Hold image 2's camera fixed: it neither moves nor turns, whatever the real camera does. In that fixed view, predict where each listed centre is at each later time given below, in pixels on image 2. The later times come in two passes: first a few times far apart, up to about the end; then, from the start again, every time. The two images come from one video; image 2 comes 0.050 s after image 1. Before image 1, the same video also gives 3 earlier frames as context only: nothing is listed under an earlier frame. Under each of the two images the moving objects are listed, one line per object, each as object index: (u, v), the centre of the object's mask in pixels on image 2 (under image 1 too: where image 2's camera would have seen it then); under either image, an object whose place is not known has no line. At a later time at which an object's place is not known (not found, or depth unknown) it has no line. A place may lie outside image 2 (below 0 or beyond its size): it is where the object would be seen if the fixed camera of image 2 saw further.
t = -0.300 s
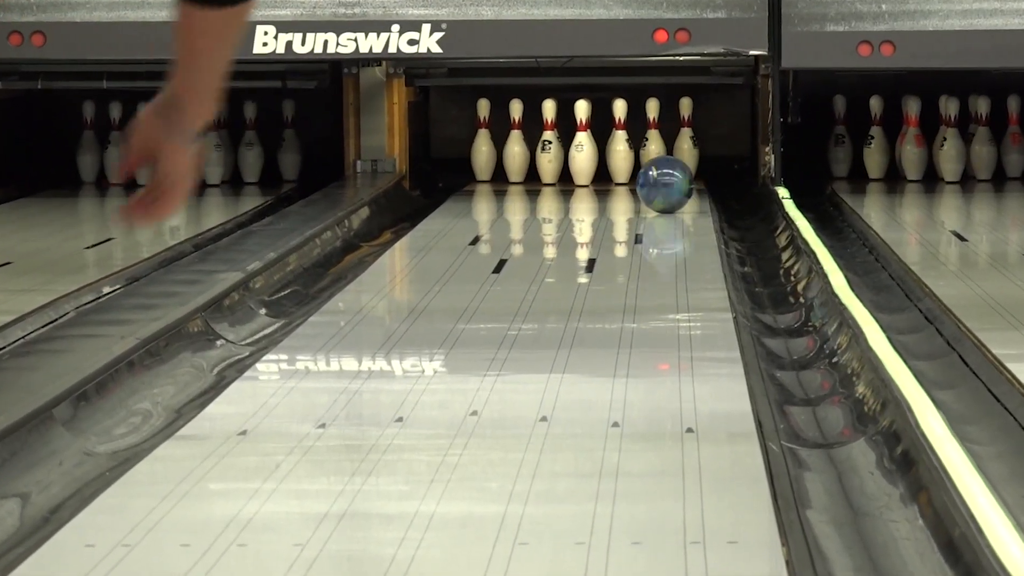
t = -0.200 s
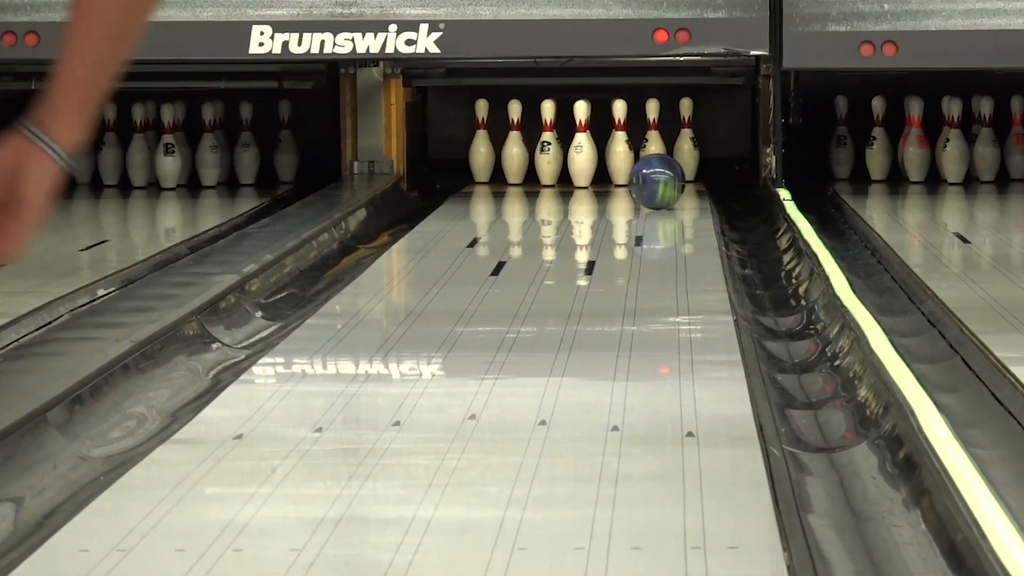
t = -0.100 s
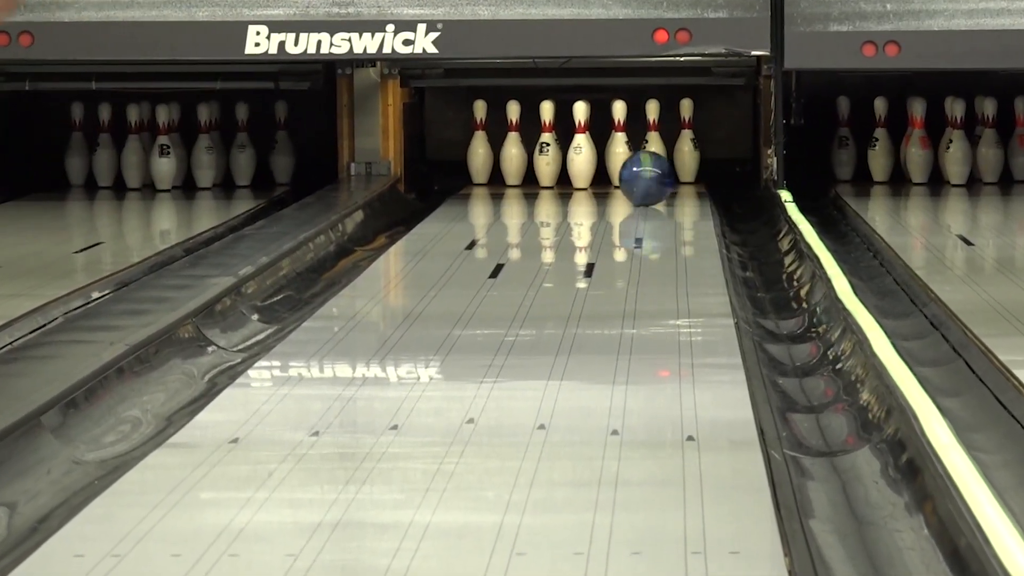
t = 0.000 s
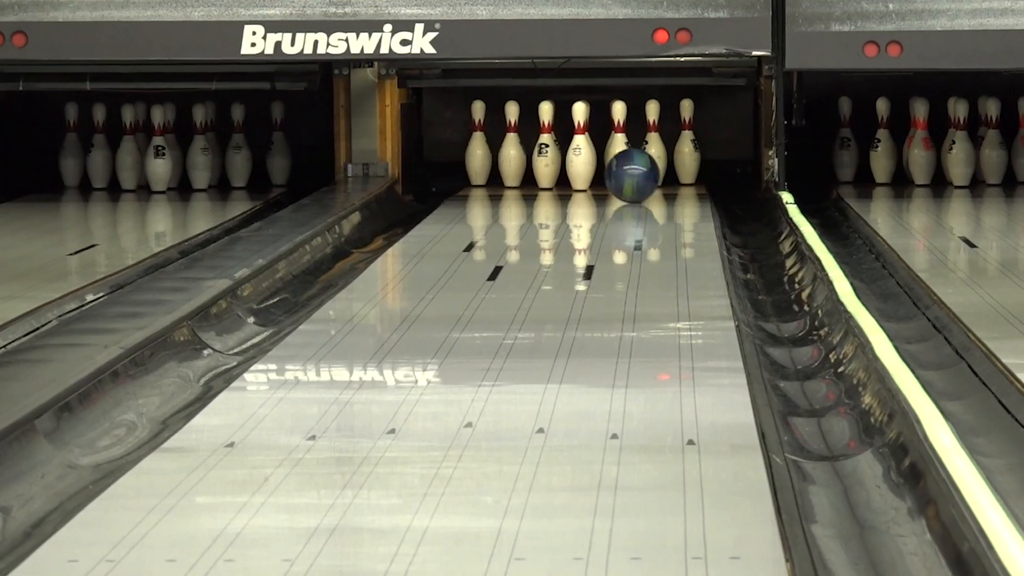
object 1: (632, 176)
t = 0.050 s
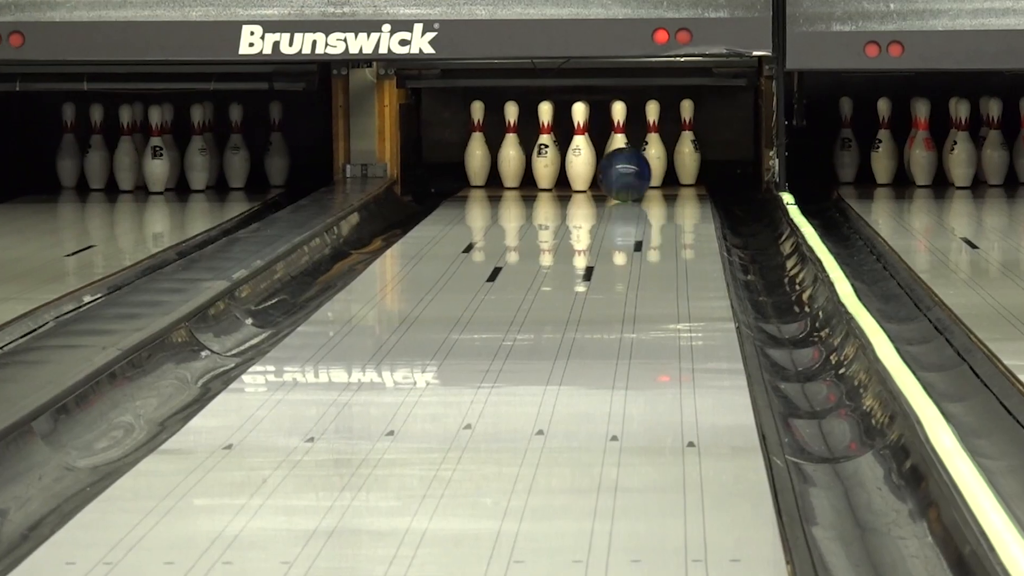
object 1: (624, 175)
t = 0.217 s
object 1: (598, 167)
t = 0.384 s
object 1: (581, 164)
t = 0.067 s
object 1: (622, 174)
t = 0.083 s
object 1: (619, 173)
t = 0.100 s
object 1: (617, 172)
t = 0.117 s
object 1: (613, 171)
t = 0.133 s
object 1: (612, 170)
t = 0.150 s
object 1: (608, 170)
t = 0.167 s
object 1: (606, 169)
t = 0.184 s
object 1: (603, 169)
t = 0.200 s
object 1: (600, 168)
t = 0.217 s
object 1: (598, 167)
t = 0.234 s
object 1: (595, 167)
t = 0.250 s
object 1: (592, 167)
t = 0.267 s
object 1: (590, 166)
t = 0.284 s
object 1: (590, 166)
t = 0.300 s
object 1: (589, 166)
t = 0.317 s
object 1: (588, 165)
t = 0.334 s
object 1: (587, 165)
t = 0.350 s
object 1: (587, 164)
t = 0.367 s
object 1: (584, 164)
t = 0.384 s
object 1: (581, 164)
